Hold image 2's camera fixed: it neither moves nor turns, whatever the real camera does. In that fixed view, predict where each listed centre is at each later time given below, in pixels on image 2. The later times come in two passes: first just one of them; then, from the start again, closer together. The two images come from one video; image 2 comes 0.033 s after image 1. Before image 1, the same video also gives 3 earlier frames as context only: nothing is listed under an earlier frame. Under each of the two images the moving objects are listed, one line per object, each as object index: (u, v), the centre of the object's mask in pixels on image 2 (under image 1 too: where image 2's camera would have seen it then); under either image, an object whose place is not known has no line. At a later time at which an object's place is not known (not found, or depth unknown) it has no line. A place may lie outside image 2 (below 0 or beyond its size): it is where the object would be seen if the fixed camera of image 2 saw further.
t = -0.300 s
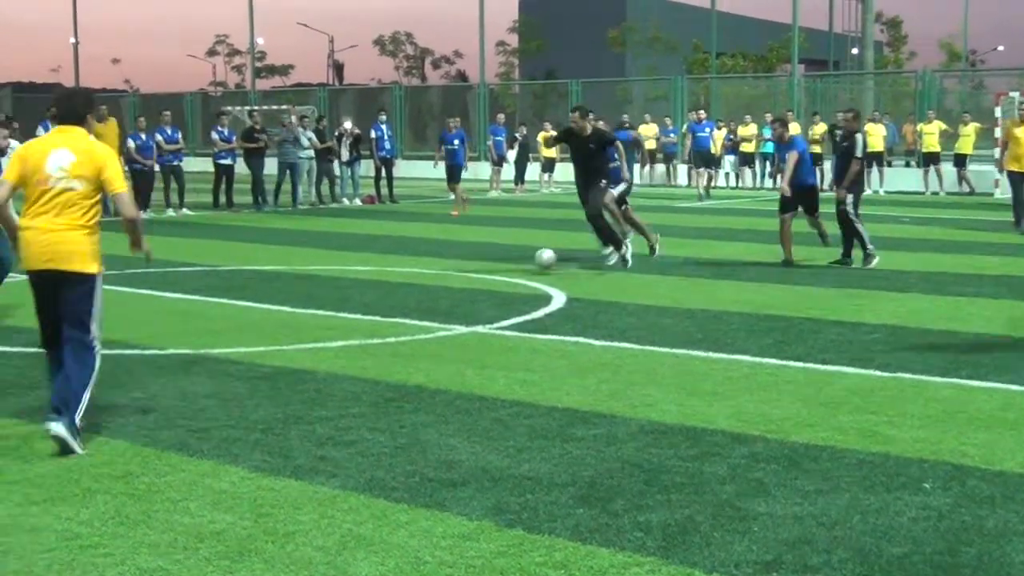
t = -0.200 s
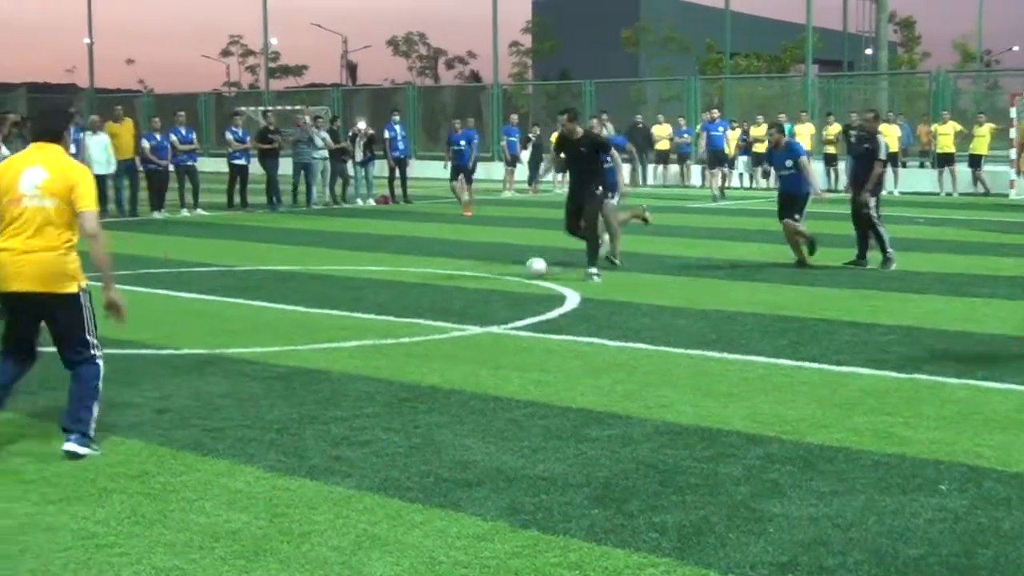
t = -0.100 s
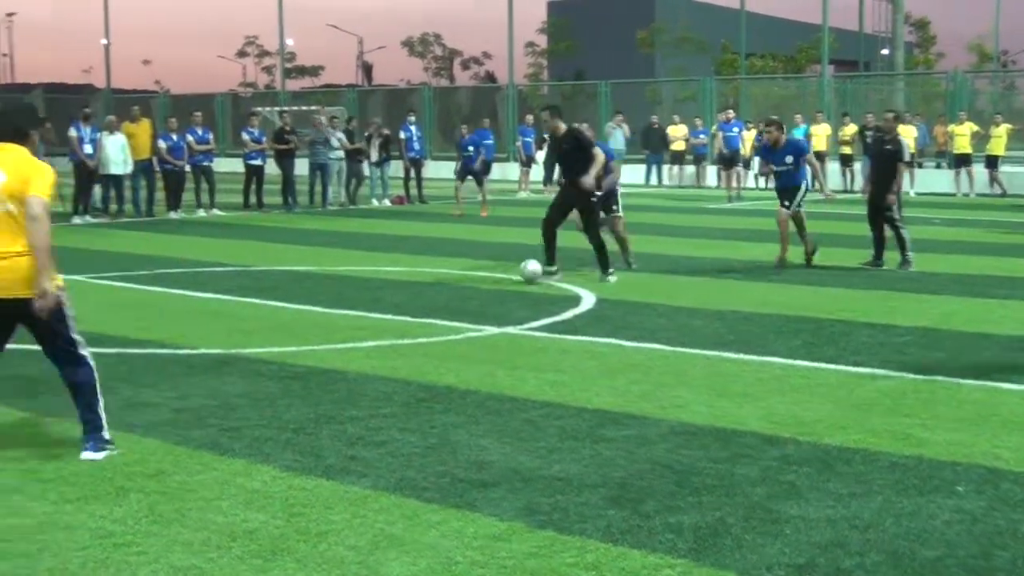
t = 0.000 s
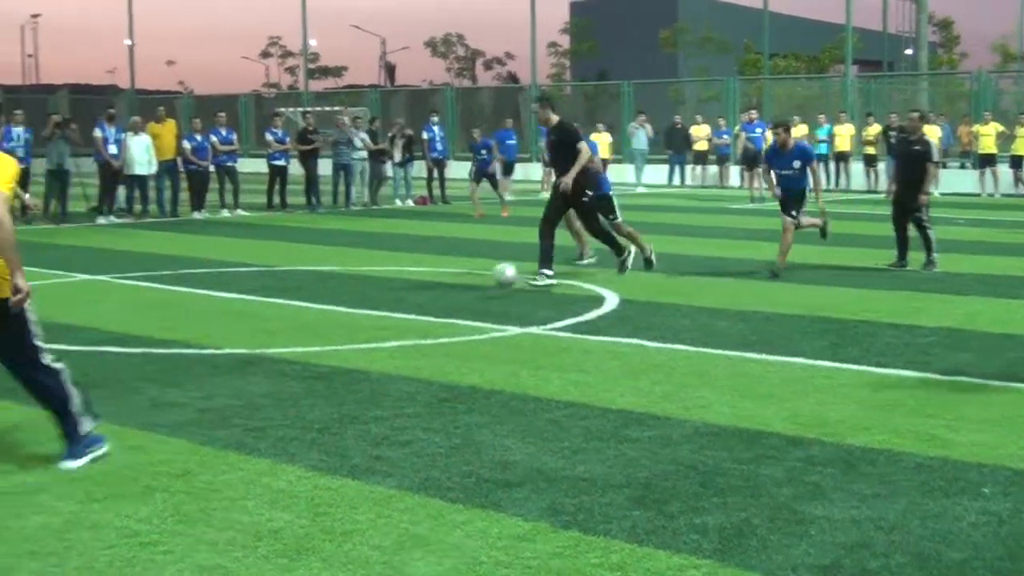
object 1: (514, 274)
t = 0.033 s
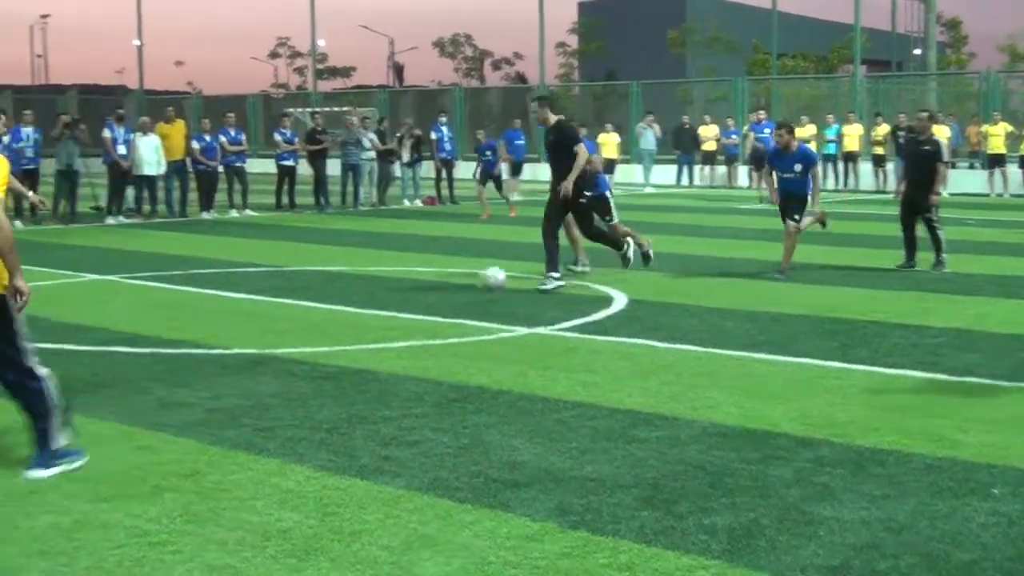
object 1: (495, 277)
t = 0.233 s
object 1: (341, 332)
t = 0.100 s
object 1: (448, 289)
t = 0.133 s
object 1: (424, 296)
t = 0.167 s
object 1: (398, 308)
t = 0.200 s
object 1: (370, 321)
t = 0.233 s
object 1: (341, 332)
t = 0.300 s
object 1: (284, 341)
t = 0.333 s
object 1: (248, 352)
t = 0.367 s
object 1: (210, 364)
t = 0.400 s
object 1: (170, 375)
